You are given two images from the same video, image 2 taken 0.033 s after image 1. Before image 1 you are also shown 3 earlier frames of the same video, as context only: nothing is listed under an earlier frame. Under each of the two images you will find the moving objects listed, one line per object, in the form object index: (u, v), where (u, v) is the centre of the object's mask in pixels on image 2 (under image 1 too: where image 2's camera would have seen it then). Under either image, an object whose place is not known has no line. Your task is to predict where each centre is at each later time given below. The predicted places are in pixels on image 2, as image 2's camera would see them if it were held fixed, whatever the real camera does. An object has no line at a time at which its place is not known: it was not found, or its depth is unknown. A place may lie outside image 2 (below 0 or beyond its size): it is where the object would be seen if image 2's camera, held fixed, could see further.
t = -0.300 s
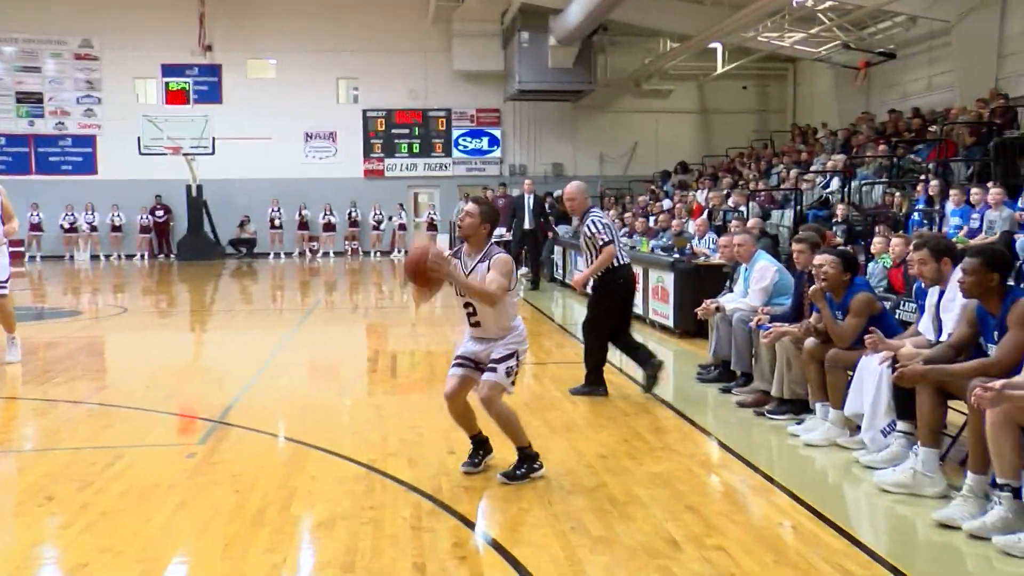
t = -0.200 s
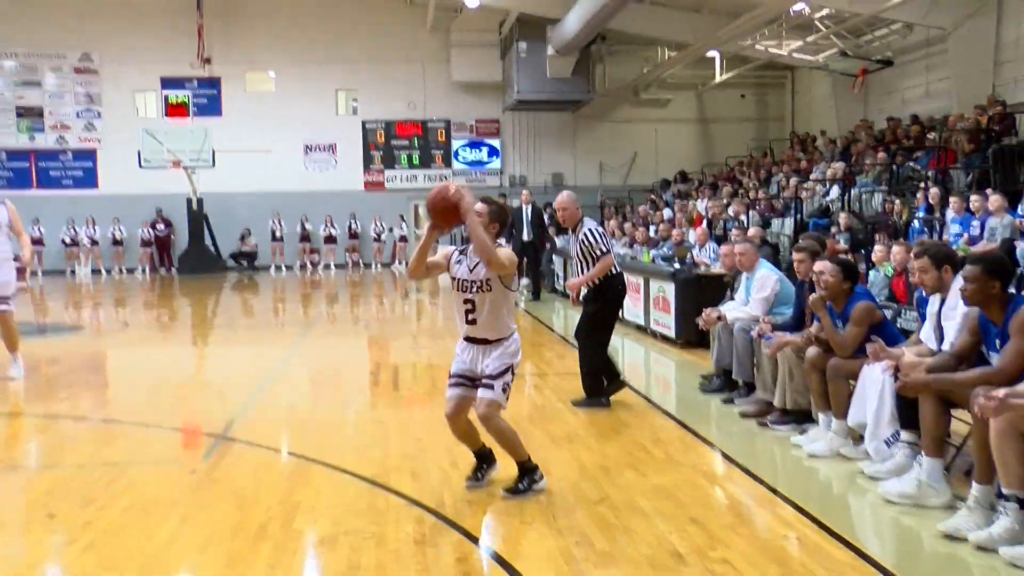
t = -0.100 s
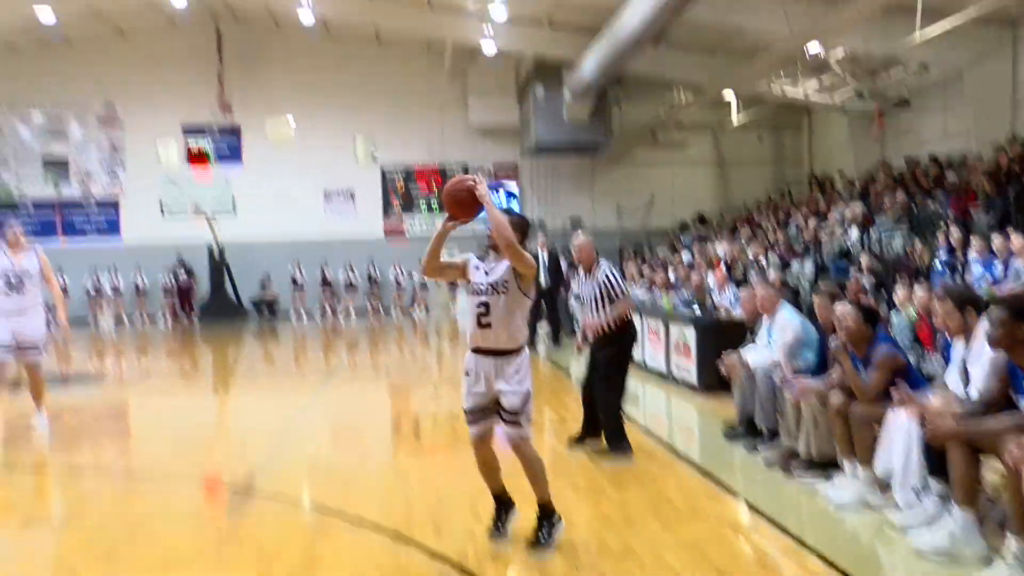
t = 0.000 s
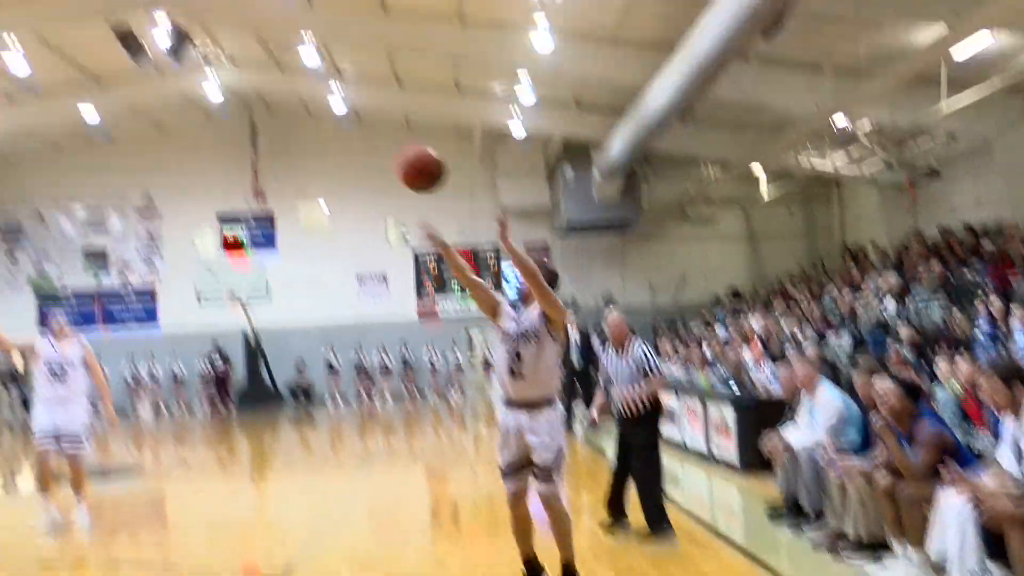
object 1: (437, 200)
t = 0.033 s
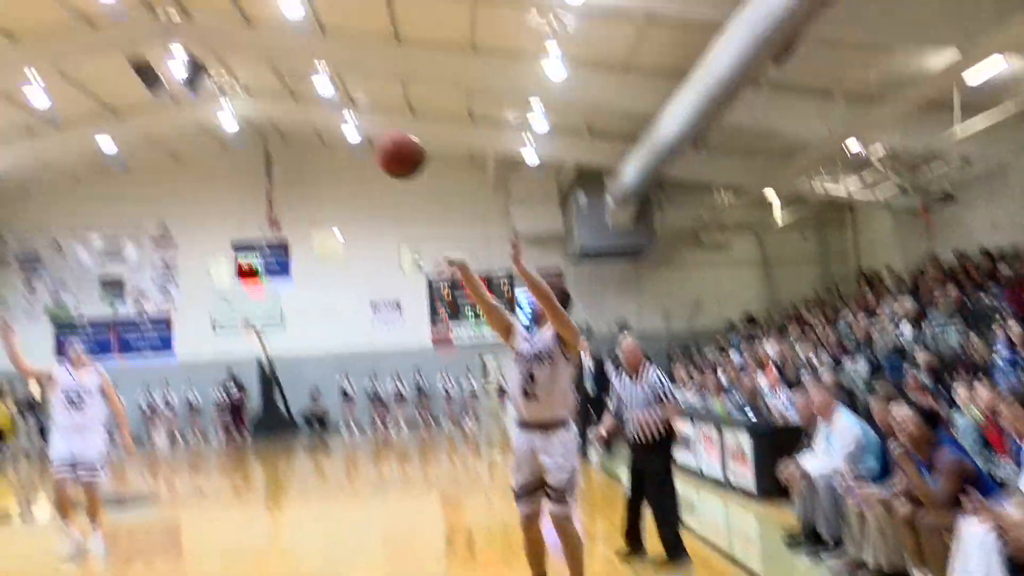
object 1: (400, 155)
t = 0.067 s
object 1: (363, 114)
